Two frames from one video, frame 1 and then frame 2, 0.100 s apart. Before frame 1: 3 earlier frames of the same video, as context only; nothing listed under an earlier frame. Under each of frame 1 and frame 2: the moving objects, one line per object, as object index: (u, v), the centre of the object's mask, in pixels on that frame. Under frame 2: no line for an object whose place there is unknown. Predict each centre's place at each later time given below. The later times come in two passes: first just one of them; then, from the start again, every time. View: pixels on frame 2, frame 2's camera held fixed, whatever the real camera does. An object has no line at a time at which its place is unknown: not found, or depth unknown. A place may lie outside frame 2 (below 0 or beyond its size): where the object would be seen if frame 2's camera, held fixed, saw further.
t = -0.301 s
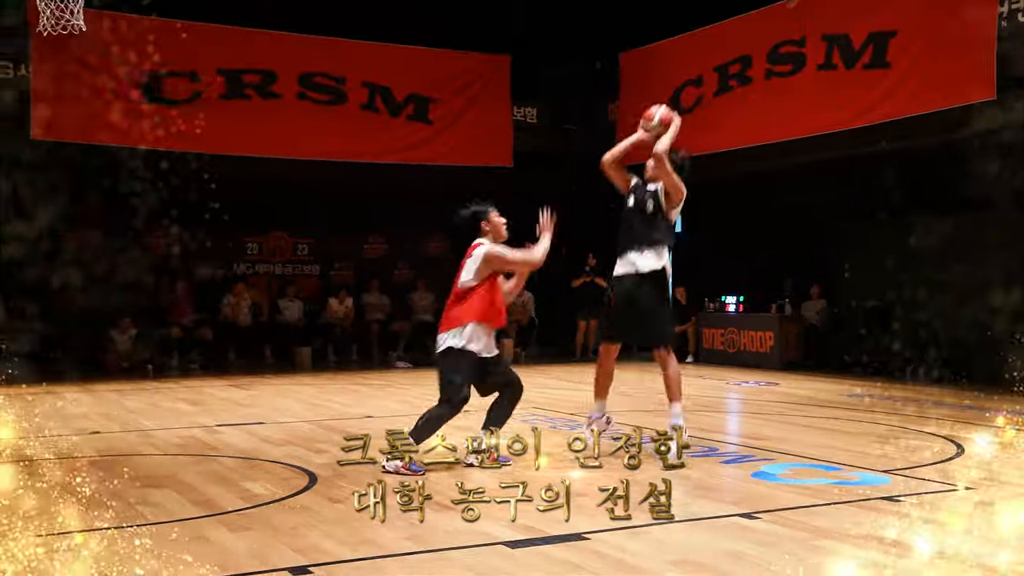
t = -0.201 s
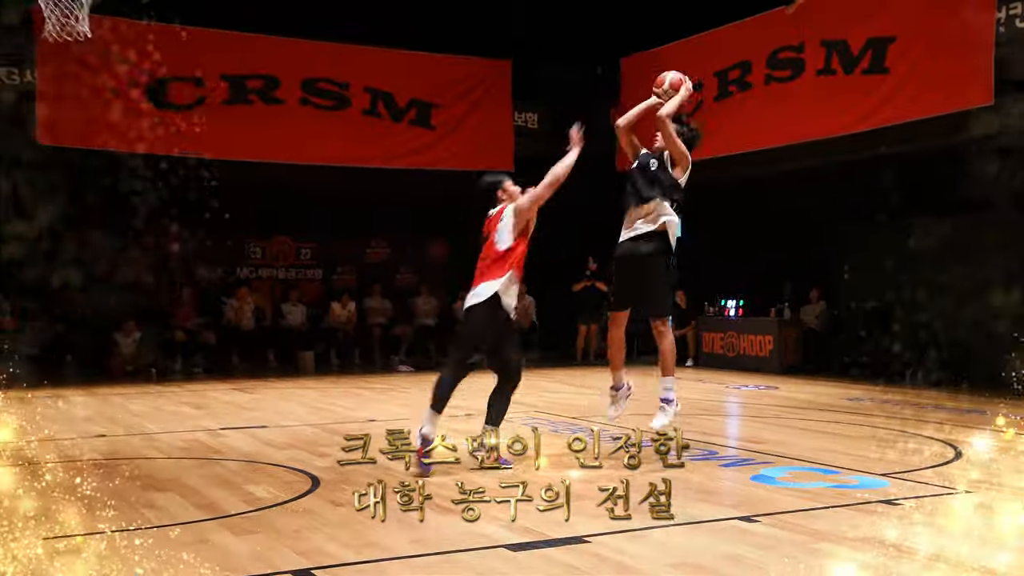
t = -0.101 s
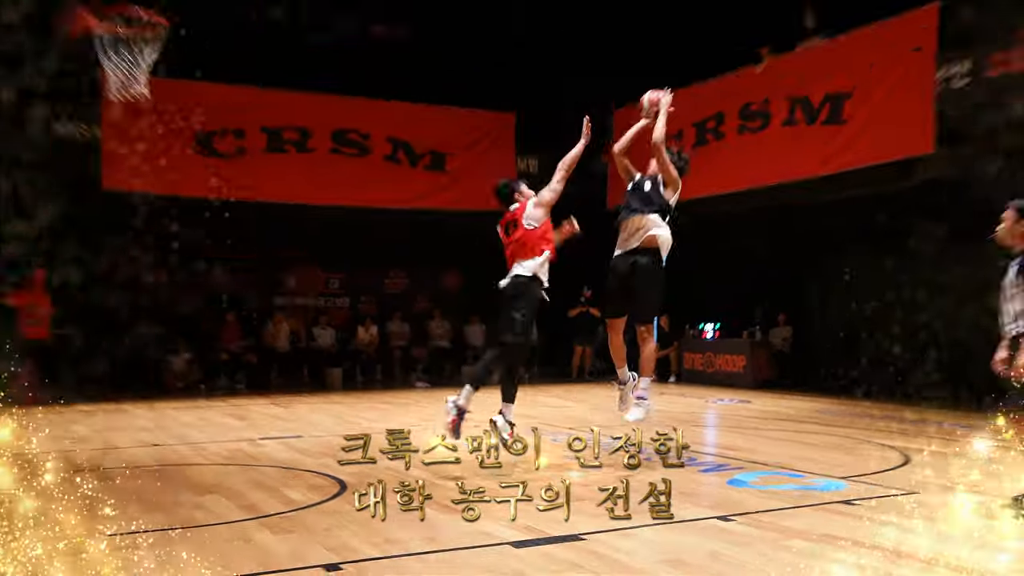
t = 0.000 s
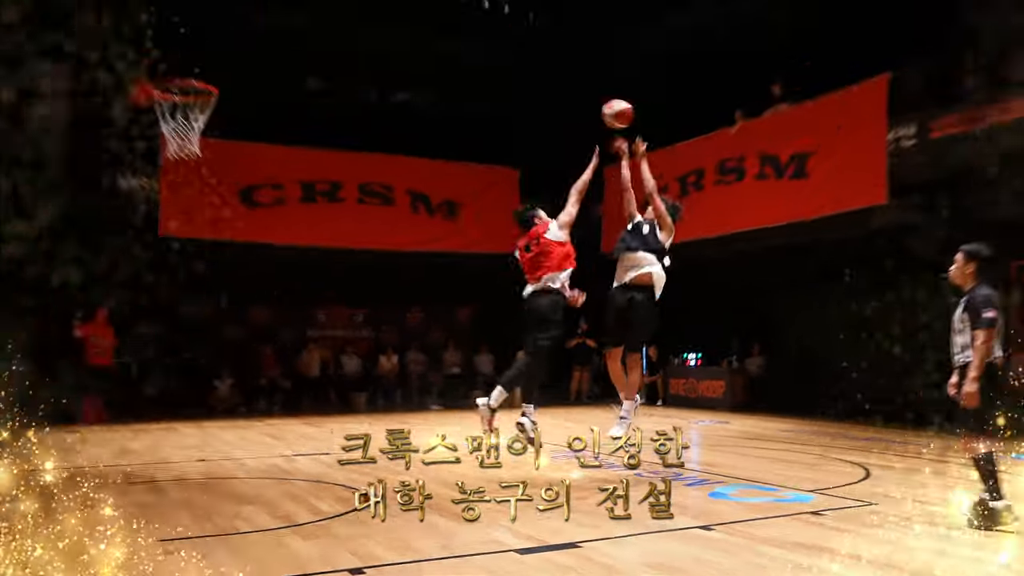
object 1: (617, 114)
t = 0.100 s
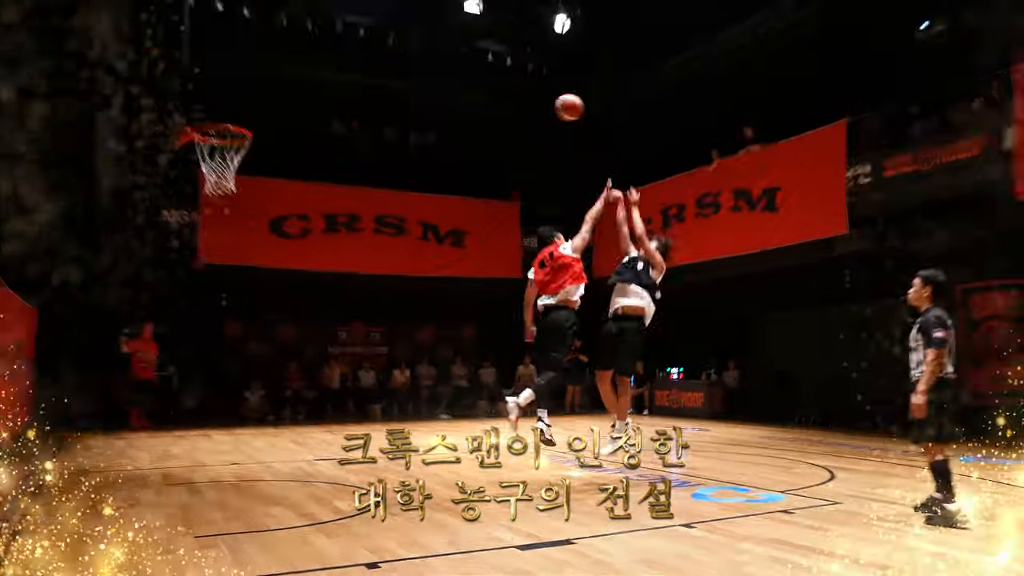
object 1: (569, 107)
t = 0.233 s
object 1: (517, 60)
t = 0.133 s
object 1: (556, 94)
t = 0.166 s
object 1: (541, 80)
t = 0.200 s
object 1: (529, 70)
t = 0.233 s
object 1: (517, 60)
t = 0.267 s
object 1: (505, 53)
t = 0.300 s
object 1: (493, 46)
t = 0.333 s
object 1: (481, 41)
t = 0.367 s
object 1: (470, 35)
